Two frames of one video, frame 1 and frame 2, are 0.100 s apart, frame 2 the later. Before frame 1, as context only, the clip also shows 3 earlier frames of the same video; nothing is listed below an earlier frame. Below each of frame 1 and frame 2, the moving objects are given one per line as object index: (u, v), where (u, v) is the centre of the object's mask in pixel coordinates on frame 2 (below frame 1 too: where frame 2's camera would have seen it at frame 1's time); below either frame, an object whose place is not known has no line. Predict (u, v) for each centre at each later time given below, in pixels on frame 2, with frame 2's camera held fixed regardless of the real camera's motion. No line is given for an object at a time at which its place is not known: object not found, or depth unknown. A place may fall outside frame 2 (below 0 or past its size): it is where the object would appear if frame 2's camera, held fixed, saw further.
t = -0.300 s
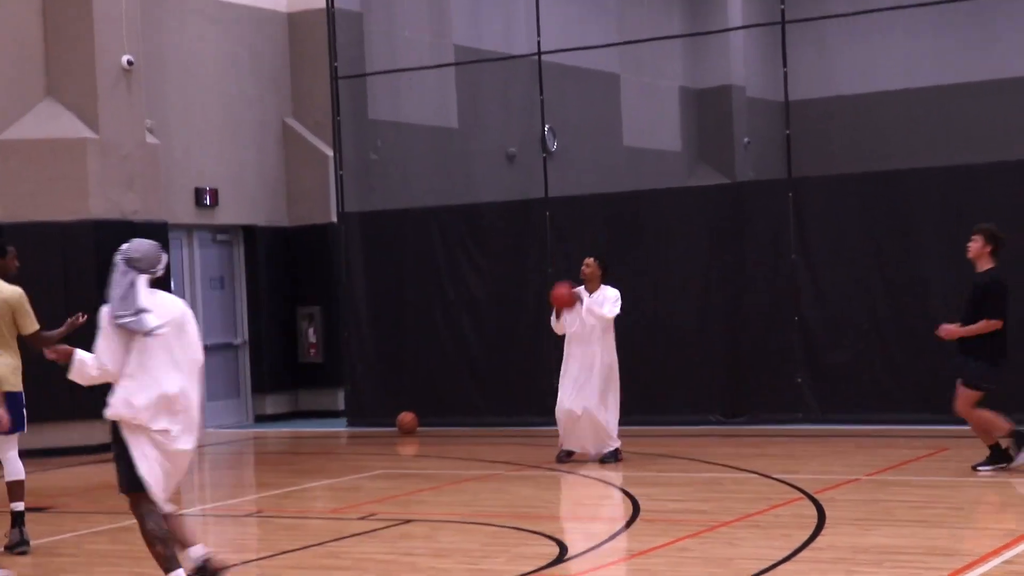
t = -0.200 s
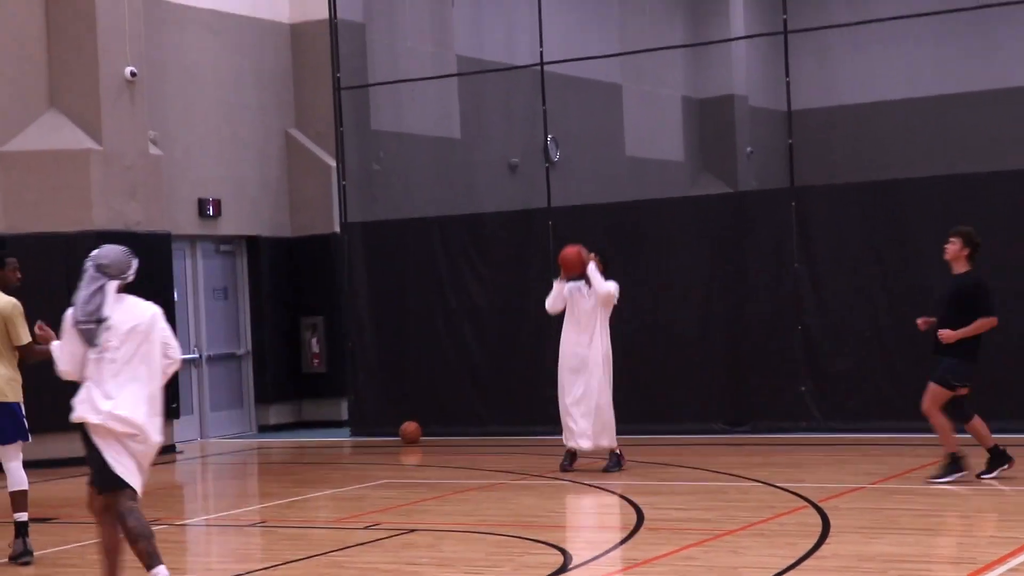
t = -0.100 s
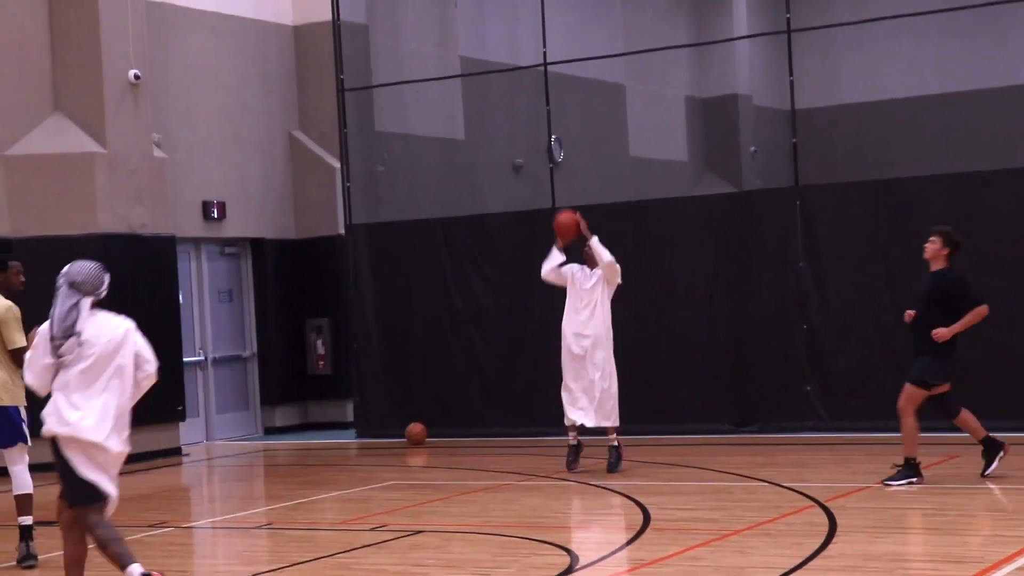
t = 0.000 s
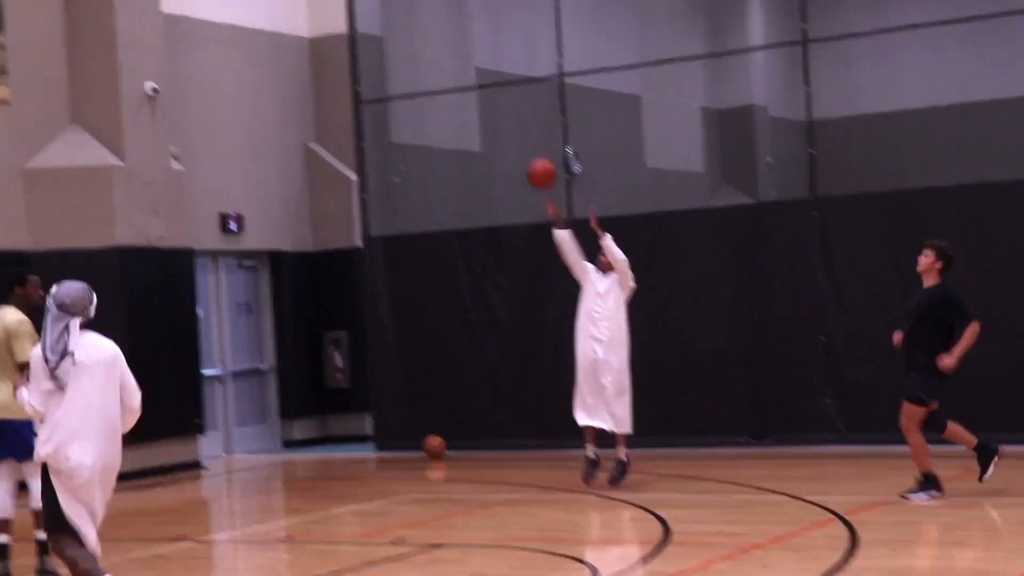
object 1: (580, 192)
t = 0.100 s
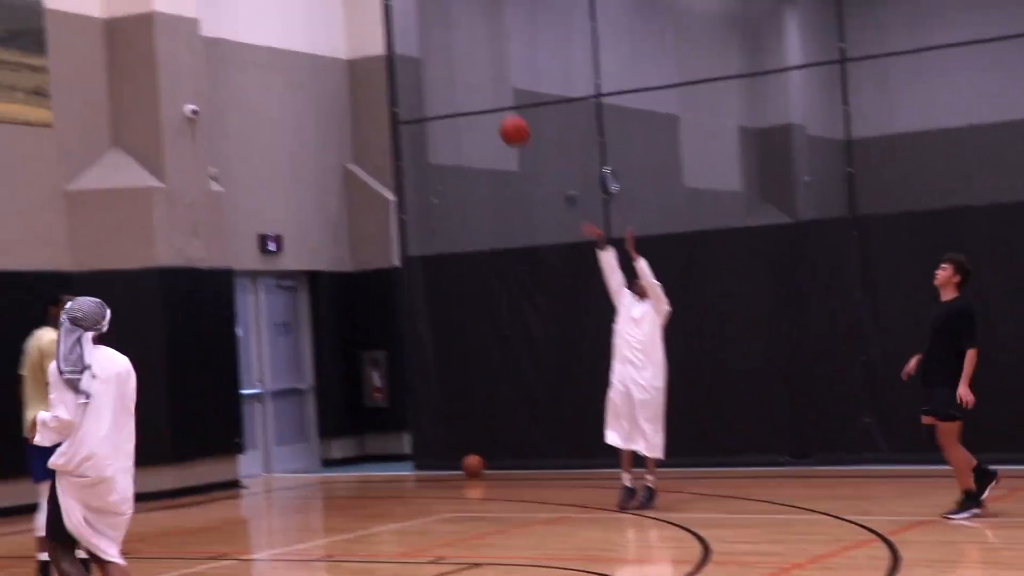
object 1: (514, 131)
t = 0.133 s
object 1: (493, 113)
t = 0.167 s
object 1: (470, 94)
